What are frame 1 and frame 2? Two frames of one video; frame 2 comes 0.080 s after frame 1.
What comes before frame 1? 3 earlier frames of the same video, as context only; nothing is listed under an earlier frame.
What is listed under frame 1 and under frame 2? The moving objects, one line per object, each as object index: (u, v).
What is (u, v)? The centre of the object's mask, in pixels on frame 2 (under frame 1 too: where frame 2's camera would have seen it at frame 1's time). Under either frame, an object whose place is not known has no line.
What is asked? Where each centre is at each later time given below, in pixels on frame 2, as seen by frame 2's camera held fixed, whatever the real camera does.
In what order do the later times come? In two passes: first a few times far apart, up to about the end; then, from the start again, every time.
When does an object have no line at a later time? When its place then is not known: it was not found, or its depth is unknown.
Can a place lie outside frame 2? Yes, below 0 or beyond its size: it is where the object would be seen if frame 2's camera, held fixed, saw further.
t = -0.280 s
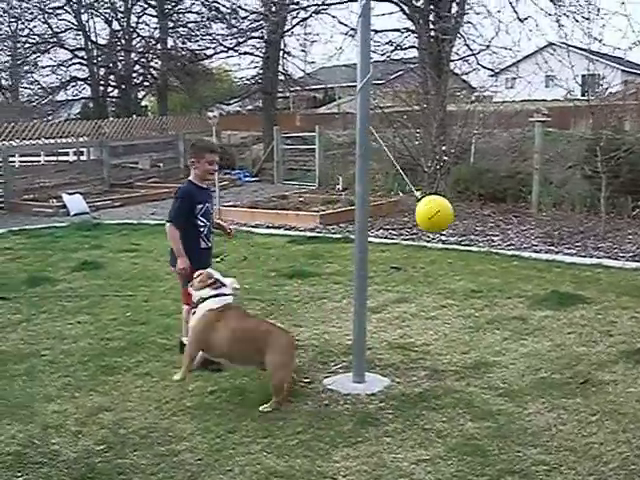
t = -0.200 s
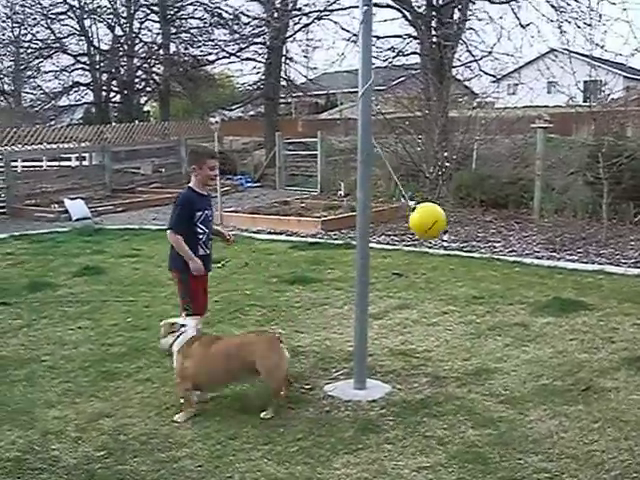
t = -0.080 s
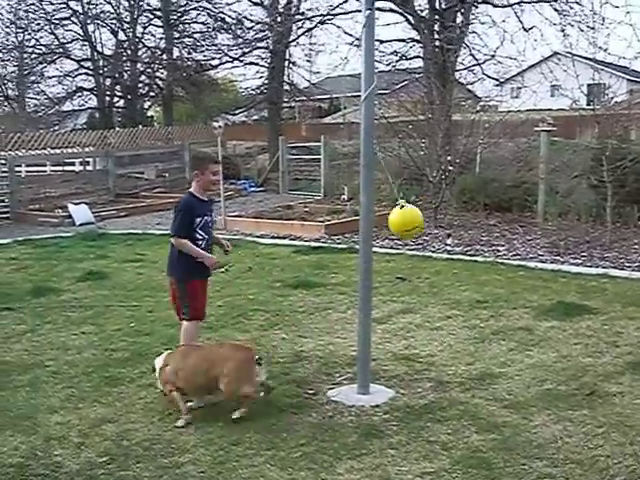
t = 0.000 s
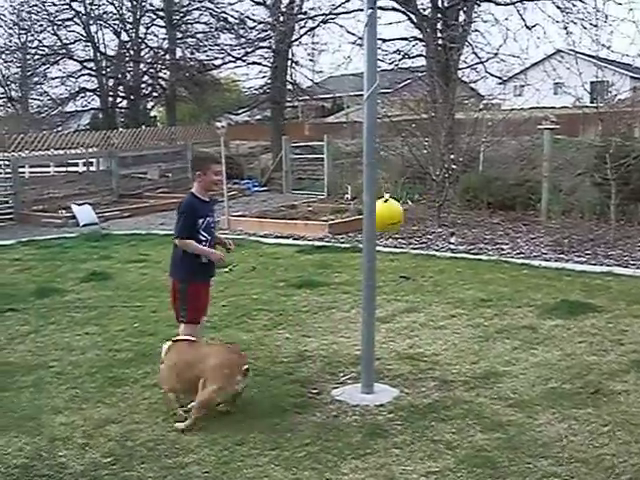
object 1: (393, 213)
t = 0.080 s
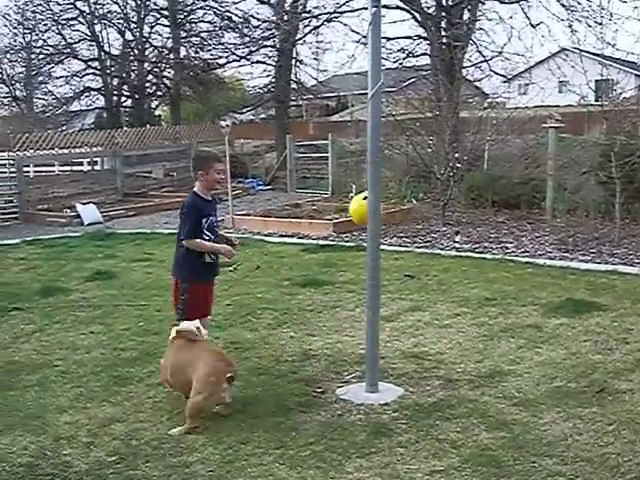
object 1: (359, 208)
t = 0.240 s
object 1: (318, 202)
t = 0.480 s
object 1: (276, 211)
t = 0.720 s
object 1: (299, 235)
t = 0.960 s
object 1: (393, 243)
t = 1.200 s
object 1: (477, 231)
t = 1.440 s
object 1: (490, 223)
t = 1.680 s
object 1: (441, 224)
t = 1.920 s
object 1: (359, 225)
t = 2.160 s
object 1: (289, 223)
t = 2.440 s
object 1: (240, 227)
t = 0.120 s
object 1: (352, 207)
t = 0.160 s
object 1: (341, 204)
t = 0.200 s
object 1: (329, 203)
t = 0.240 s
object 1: (318, 202)
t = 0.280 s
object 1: (308, 202)
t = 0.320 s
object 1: (300, 203)
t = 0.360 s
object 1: (292, 204)
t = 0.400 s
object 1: (285, 206)
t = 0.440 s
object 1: (280, 208)
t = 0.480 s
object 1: (276, 211)
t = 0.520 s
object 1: (273, 216)
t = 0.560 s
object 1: (274, 219)
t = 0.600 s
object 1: (277, 223)
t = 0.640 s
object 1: (282, 227)
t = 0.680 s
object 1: (289, 231)
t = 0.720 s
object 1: (299, 235)
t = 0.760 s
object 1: (311, 238)
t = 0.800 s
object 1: (325, 240)
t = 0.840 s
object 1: (340, 242)
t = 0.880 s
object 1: (358, 243)
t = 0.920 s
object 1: (375, 243)
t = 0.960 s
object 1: (393, 243)
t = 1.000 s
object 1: (411, 242)
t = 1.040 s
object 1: (427, 240)
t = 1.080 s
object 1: (443, 238)
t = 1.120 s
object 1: (456, 236)
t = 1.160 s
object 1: (468, 233)
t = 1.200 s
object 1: (477, 231)
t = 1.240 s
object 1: (484, 228)
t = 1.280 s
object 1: (489, 227)
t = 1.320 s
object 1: (493, 225)
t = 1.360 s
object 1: (494, 225)
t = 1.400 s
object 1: (493, 224)
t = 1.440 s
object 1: (490, 223)
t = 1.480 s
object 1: (485, 222)
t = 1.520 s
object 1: (479, 223)
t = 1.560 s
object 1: (471, 223)
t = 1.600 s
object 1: (462, 223)
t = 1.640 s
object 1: (451, 223)
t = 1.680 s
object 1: (441, 224)
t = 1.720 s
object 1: (429, 224)
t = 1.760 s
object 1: (416, 224)
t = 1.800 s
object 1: (404, 225)
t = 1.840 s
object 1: (393, 225)
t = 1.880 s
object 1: (387, 224)
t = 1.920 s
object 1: (359, 225)
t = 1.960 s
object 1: (350, 224)
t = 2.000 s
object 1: (337, 224)
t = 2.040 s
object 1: (324, 224)
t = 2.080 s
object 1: (312, 224)
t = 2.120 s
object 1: (300, 223)
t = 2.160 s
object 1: (289, 223)
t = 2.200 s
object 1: (278, 223)
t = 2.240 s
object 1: (268, 224)
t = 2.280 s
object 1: (260, 224)
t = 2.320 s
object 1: (253, 224)
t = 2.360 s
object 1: (248, 225)
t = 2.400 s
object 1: (243, 226)
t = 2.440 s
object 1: (240, 227)
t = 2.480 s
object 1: (238, 229)
